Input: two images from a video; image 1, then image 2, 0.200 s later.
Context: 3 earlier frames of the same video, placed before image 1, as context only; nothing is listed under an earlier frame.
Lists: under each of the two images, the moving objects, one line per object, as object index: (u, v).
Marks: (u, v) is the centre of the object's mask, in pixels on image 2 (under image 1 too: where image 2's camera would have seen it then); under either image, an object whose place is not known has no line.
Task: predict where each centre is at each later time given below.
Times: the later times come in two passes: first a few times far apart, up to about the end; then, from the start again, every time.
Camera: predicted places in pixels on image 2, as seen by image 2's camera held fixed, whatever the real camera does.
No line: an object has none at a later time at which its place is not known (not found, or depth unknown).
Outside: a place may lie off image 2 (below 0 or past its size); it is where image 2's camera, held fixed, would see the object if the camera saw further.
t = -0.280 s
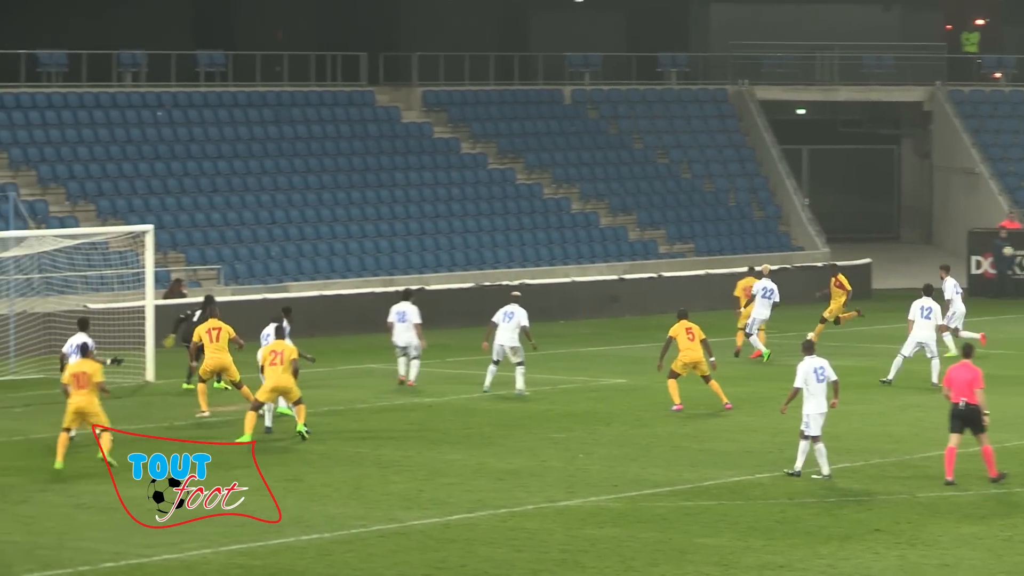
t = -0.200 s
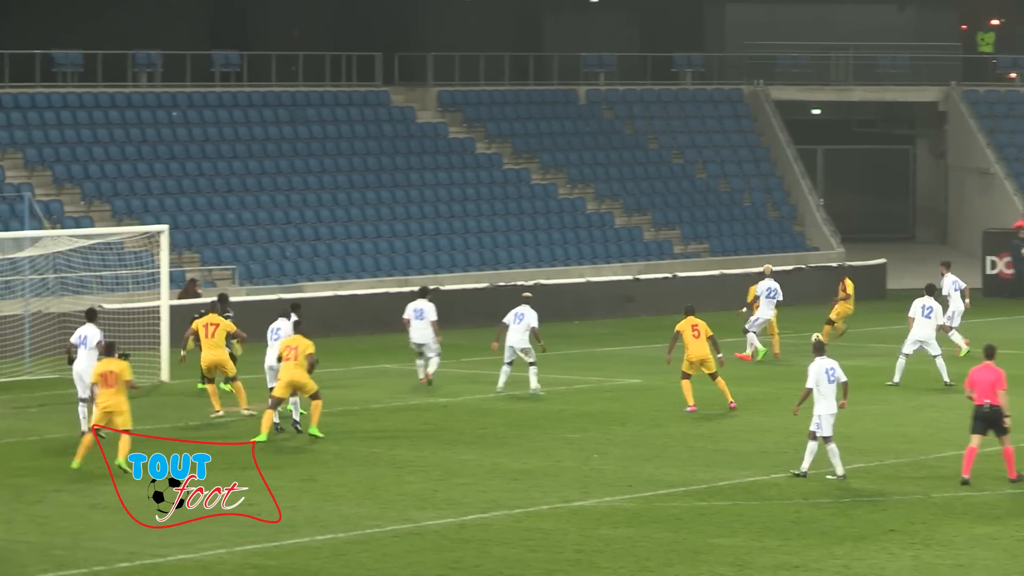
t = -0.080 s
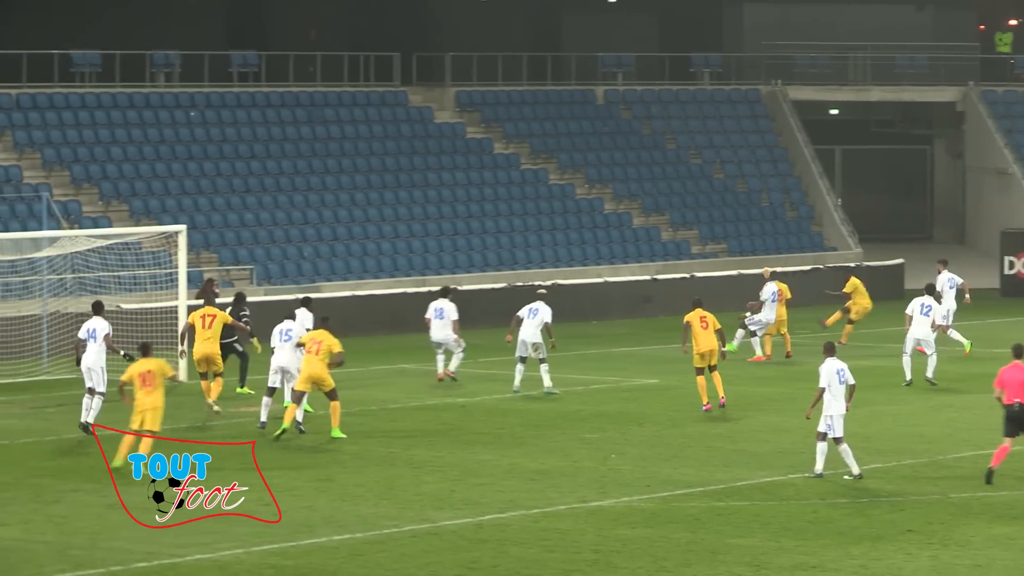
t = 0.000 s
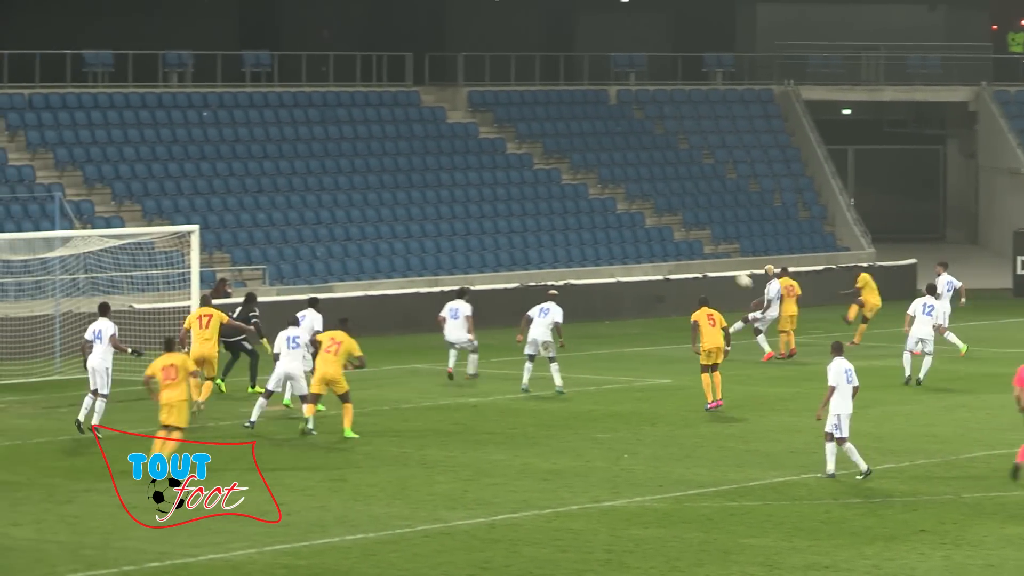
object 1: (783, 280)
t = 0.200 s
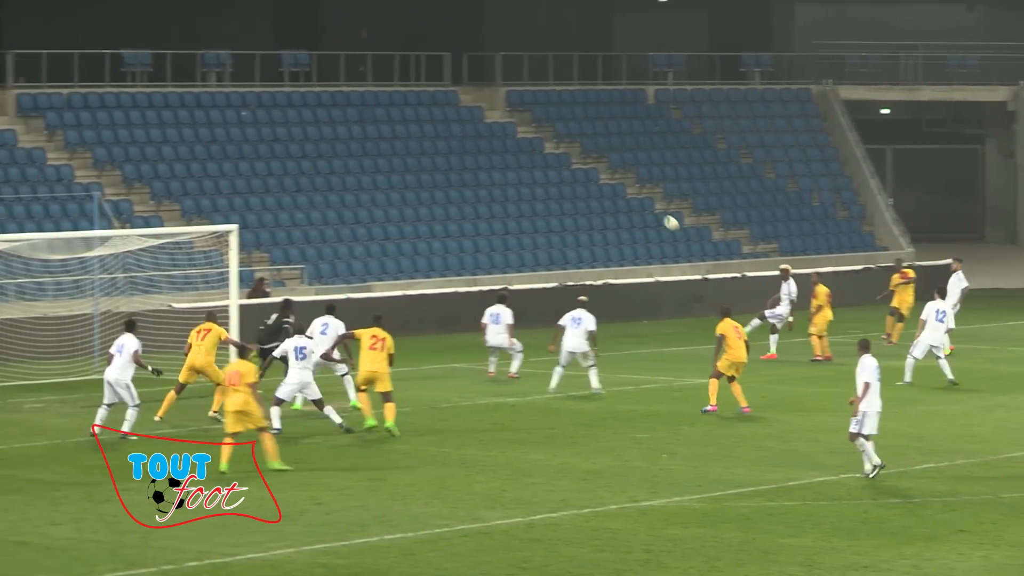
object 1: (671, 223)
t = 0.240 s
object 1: (649, 213)
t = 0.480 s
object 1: (525, 169)
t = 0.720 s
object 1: (408, 149)
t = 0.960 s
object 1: (295, 155)
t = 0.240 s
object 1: (649, 213)
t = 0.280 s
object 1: (628, 205)
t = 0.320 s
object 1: (607, 196)
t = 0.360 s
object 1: (586, 188)
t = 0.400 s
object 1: (566, 181)
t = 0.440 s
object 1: (546, 175)
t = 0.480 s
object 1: (525, 169)
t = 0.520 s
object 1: (506, 164)
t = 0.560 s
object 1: (486, 160)
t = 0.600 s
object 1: (466, 156)
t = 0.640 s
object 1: (447, 153)
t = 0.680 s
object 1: (428, 151)
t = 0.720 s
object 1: (408, 149)
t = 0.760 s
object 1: (389, 148)
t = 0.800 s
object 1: (370, 148)
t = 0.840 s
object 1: (351, 149)
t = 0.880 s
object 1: (333, 150)
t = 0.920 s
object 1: (314, 152)
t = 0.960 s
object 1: (295, 155)
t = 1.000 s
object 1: (277, 159)
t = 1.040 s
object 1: (258, 163)
